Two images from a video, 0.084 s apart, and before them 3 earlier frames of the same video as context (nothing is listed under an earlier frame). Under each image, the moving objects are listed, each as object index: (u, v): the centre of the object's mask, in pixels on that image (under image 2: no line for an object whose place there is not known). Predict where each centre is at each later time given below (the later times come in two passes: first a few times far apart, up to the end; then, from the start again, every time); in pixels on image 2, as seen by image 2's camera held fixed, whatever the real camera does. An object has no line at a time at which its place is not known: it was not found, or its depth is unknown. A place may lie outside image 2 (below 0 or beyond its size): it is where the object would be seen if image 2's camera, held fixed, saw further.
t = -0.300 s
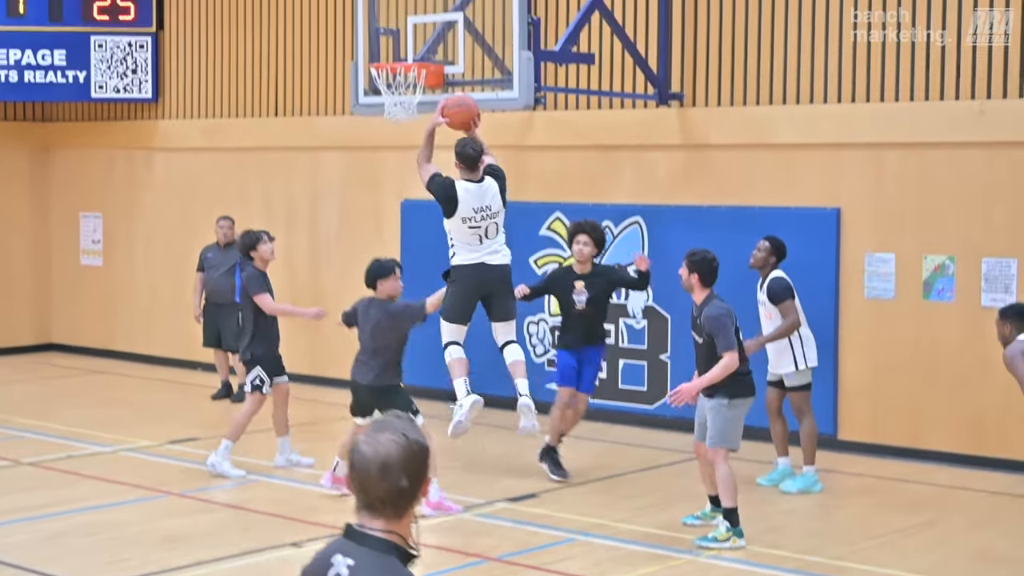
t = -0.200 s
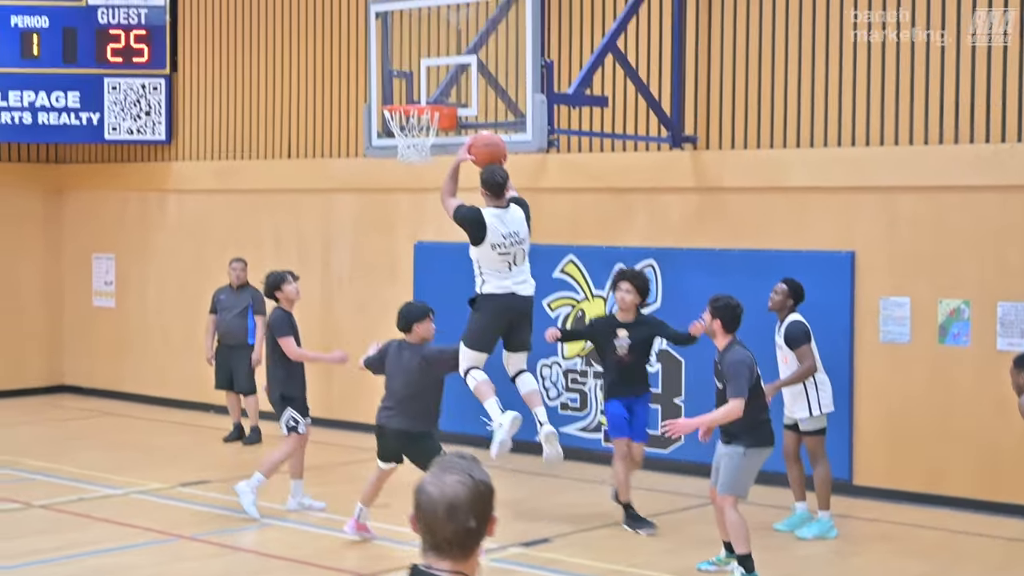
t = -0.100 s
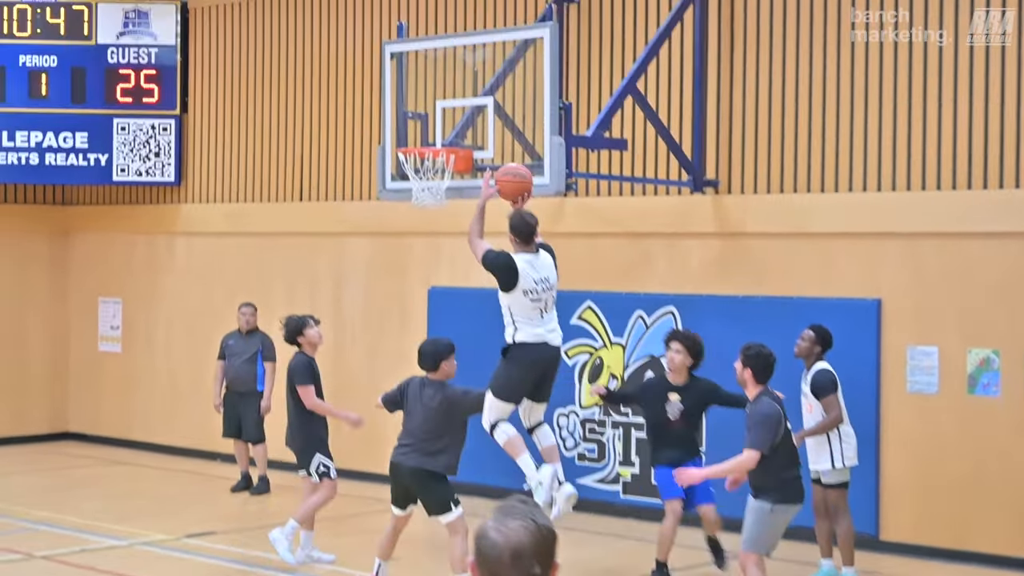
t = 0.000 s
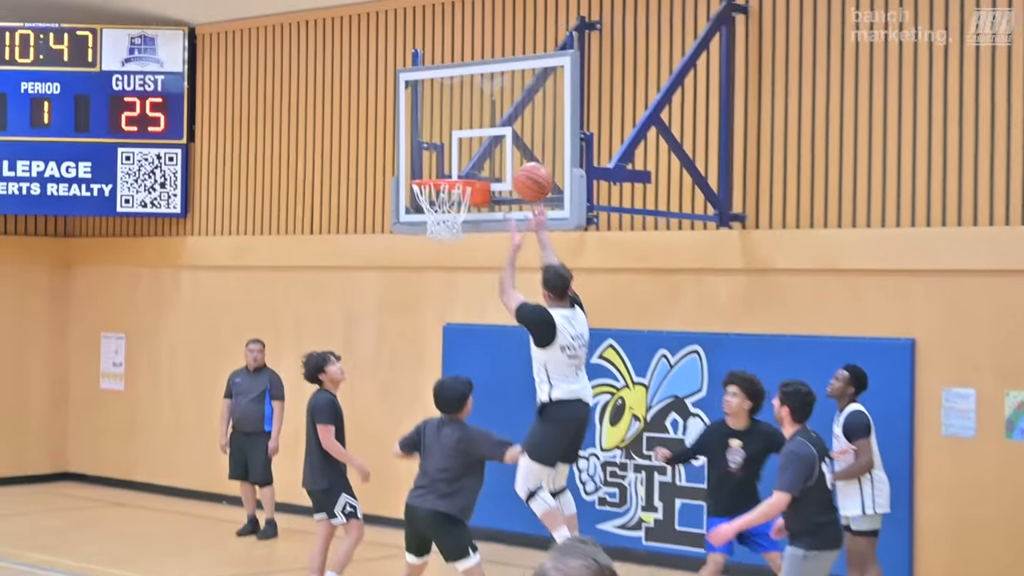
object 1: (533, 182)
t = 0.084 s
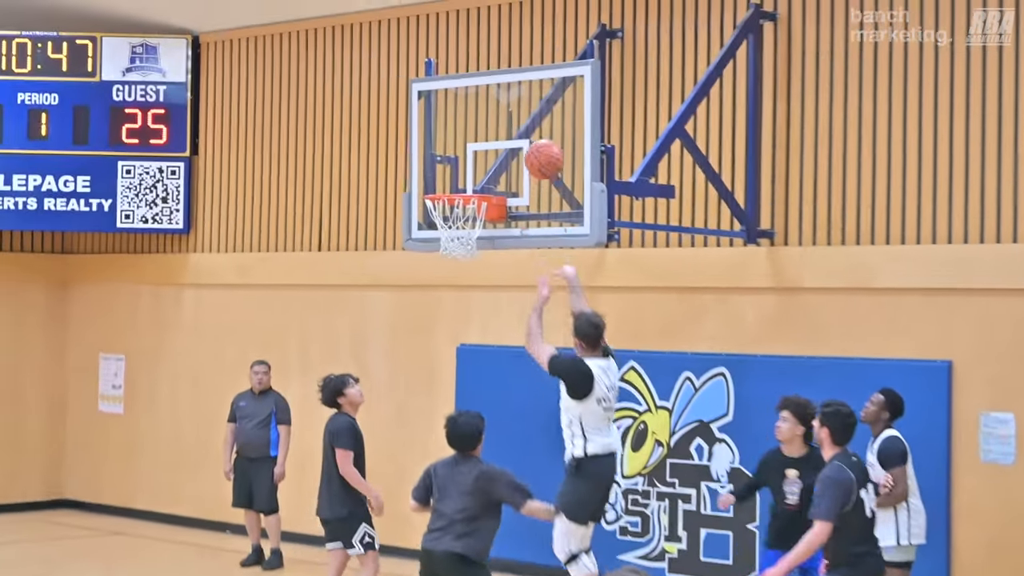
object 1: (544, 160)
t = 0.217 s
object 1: (531, 127)
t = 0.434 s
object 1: (514, 132)
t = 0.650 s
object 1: (471, 182)
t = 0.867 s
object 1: (467, 224)
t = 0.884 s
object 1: (470, 223)
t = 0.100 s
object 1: (542, 154)
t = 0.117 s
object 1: (540, 148)
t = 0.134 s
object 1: (539, 143)
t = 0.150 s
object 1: (537, 139)
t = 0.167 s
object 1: (536, 136)
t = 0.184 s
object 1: (534, 133)
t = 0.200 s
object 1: (532, 130)
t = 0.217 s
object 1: (531, 127)
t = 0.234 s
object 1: (529, 125)
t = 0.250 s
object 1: (528, 123)
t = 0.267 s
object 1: (527, 121)
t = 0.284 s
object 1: (525, 121)
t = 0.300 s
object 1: (524, 121)
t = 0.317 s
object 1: (523, 120)
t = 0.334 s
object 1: (522, 121)
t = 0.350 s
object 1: (521, 122)
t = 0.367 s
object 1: (520, 123)
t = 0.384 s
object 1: (518, 125)
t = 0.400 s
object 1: (517, 127)
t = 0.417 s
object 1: (515, 129)
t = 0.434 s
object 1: (514, 132)
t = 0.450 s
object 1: (512, 136)
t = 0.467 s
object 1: (511, 139)
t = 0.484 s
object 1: (510, 143)
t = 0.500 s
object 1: (510, 147)
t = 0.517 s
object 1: (509, 152)
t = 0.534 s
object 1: (508, 157)
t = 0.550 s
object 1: (506, 163)
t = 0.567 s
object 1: (502, 167)
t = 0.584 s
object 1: (497, 171)
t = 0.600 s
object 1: (490, 176)
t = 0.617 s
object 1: (484, 179)
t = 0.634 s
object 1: (477, 181)
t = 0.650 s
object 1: (471, 182)
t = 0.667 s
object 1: (465, 184)
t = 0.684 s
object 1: (459, 185)
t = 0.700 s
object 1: (454, 187)
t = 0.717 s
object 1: (448, 189)
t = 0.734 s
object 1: (441, 202)
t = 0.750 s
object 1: (440, 205)
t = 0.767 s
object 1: (444, 208)
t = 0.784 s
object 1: (448, 211)
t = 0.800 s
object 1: (450, 213)
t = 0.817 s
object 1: (455, 216)
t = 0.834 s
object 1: (459, 219)
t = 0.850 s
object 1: (463, 223)
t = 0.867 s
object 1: (467, 224)
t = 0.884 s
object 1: (470, 223)
